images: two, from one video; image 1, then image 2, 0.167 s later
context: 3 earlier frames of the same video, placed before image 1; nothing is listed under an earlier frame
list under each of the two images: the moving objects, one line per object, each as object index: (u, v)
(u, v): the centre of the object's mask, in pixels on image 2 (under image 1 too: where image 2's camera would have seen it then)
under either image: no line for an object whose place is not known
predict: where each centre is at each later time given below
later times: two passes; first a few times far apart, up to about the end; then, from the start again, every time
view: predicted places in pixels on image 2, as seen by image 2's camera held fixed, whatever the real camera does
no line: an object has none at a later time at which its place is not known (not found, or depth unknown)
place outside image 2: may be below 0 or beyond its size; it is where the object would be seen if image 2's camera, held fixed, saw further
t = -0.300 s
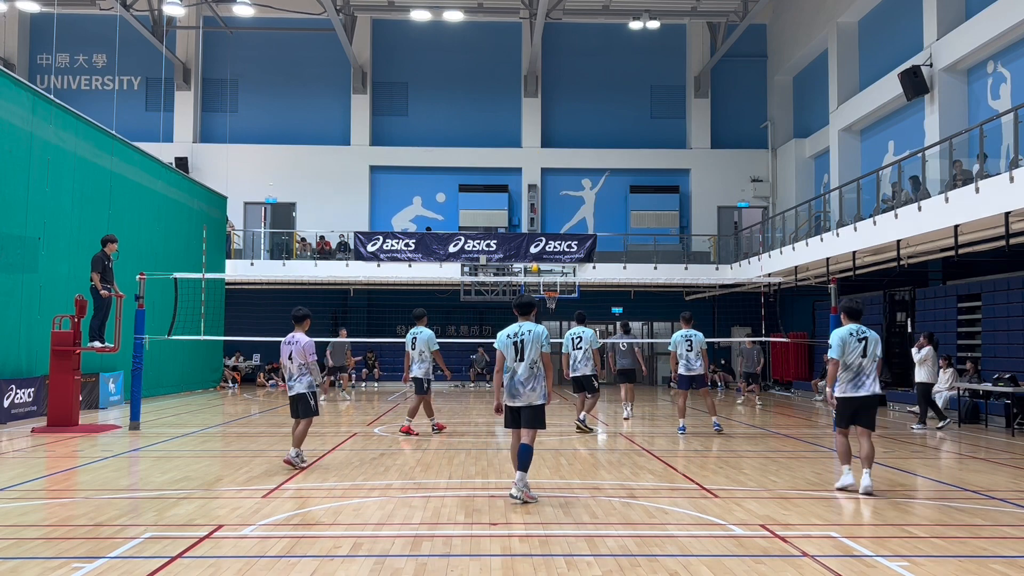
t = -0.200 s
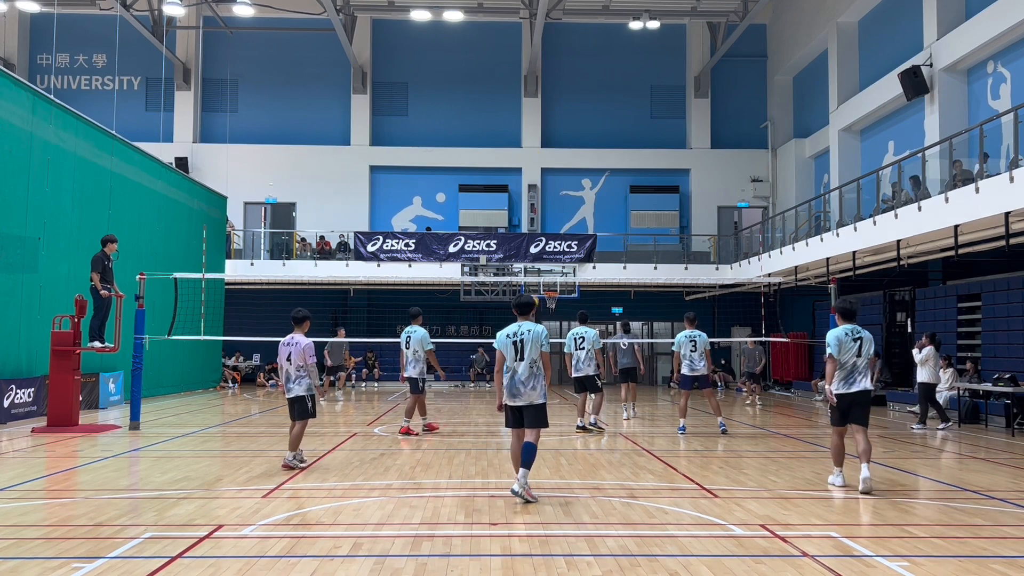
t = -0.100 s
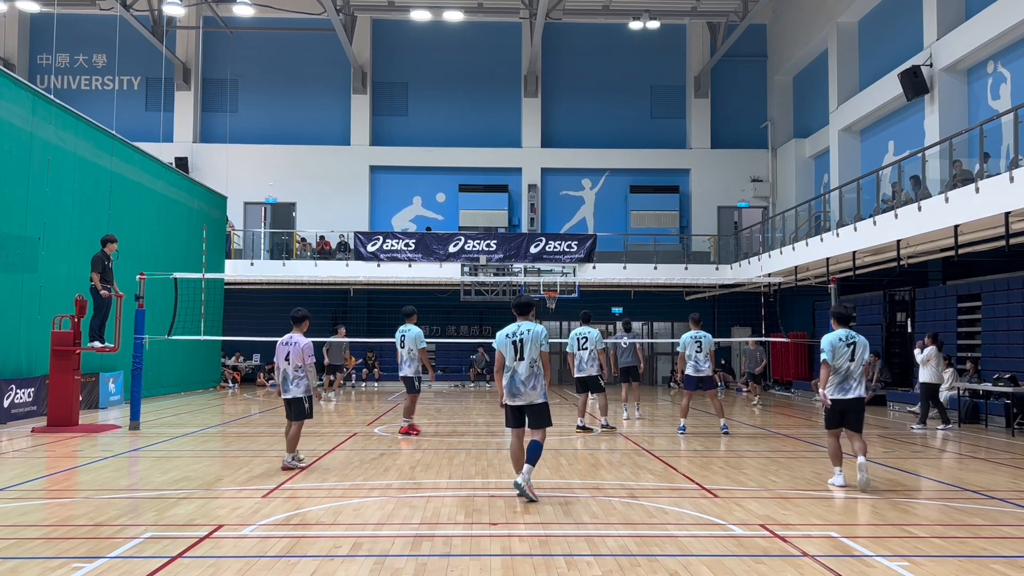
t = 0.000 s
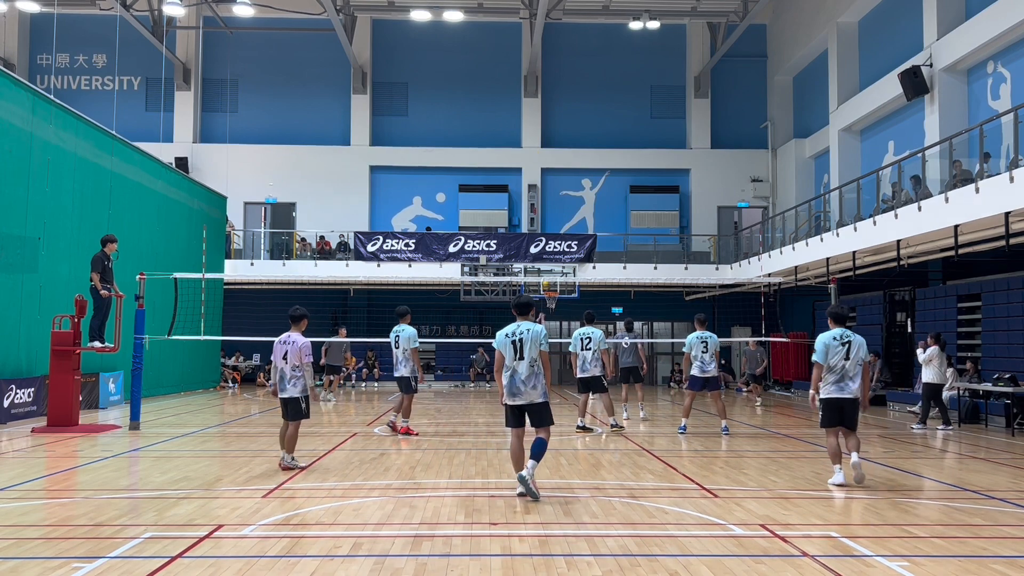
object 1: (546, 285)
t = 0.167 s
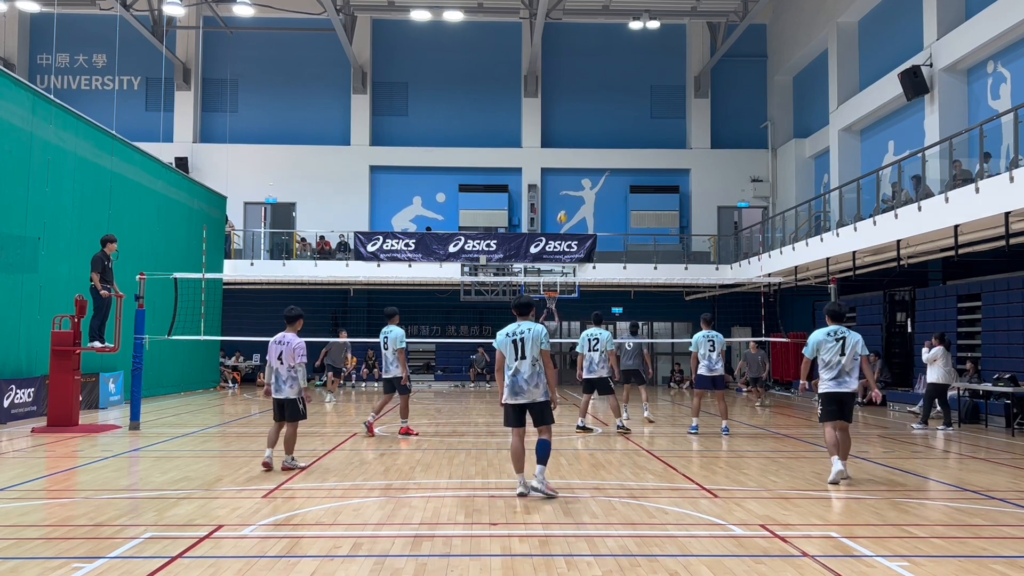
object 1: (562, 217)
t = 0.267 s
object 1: (573, 184)
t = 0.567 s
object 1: (604, 108)
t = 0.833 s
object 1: (633, 72)
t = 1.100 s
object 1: (662, 67)
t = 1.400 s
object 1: (696, 102)
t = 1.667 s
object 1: (728, 172)
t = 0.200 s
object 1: (565, 205)
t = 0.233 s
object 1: (569, 194)
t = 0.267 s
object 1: (573, 184)
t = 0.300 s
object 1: (575, 173)
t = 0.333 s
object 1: (579, 163)
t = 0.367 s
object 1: (583, 154)
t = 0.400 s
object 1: (586, 145)
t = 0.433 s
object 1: (590, 137)
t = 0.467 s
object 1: (594, 129)
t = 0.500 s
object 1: (597, 121)
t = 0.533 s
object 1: (600, 115)
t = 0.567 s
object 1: (604, 108)
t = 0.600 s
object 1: (608, 102)
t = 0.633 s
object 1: (611, 96)
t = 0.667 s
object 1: (615, 91)
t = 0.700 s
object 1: (618, 86)
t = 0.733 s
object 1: (622, 82)
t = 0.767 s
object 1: (626, 78)
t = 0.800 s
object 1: (629, 74)
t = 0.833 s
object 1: (633, 72)
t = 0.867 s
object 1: (636, 69)
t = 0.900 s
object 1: (640, 68)
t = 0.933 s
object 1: (644, 66)
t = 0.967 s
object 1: (647, 65)
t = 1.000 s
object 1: (651, 65)
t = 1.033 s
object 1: (655, 65)
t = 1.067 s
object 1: (658, 66)
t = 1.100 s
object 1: (662, 67)
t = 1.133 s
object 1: (666, 69)
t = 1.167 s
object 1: (670, 71)
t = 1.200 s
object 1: (673, 74)
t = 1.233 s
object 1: (677, 77)
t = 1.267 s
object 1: (681, 81)
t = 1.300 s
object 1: (685, 85)
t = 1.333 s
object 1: (688, 90)
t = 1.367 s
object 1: (692, 96)
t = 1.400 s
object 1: (696, 102)
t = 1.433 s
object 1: (700, 109)
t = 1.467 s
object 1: (704, 116)
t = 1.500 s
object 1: (709, 124)
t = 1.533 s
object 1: (713, 133)
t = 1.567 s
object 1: (716, 142)
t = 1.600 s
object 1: (720, 151)
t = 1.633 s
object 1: (724, 162)
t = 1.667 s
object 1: (728, 172)
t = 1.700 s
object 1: (732, 184)
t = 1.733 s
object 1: (736, 196)
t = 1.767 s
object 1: (740, 209)
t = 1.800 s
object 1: (744, 222)
